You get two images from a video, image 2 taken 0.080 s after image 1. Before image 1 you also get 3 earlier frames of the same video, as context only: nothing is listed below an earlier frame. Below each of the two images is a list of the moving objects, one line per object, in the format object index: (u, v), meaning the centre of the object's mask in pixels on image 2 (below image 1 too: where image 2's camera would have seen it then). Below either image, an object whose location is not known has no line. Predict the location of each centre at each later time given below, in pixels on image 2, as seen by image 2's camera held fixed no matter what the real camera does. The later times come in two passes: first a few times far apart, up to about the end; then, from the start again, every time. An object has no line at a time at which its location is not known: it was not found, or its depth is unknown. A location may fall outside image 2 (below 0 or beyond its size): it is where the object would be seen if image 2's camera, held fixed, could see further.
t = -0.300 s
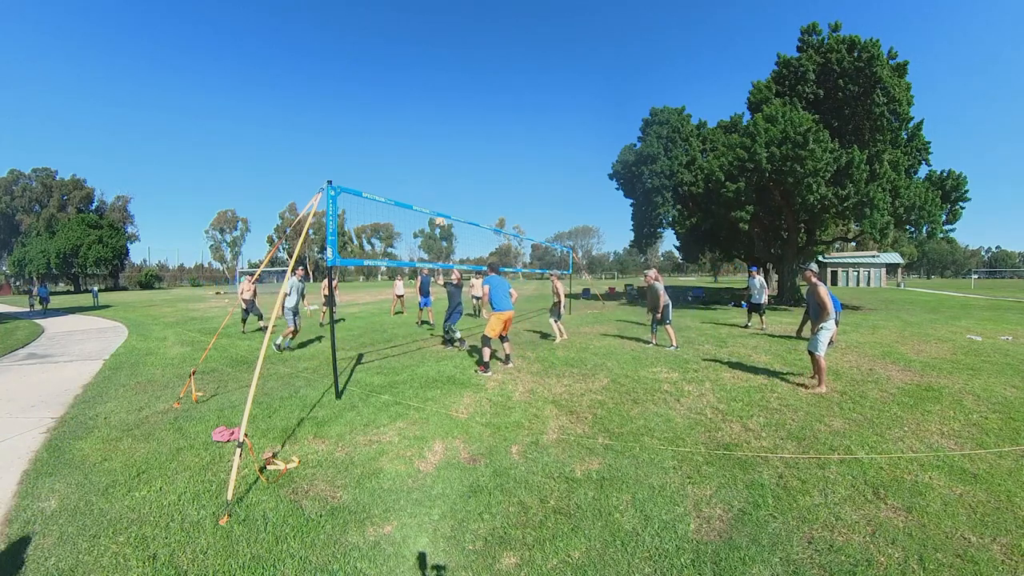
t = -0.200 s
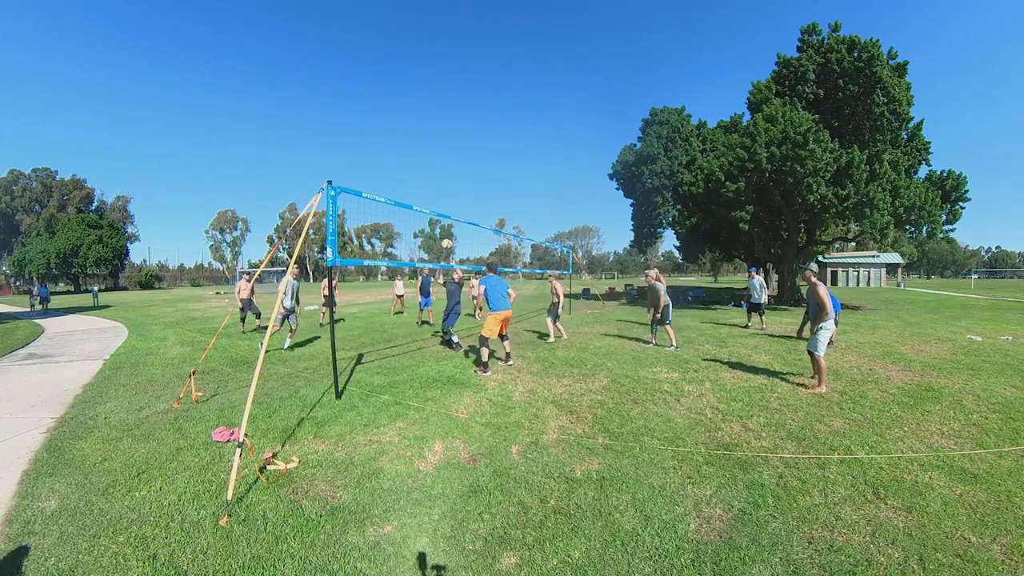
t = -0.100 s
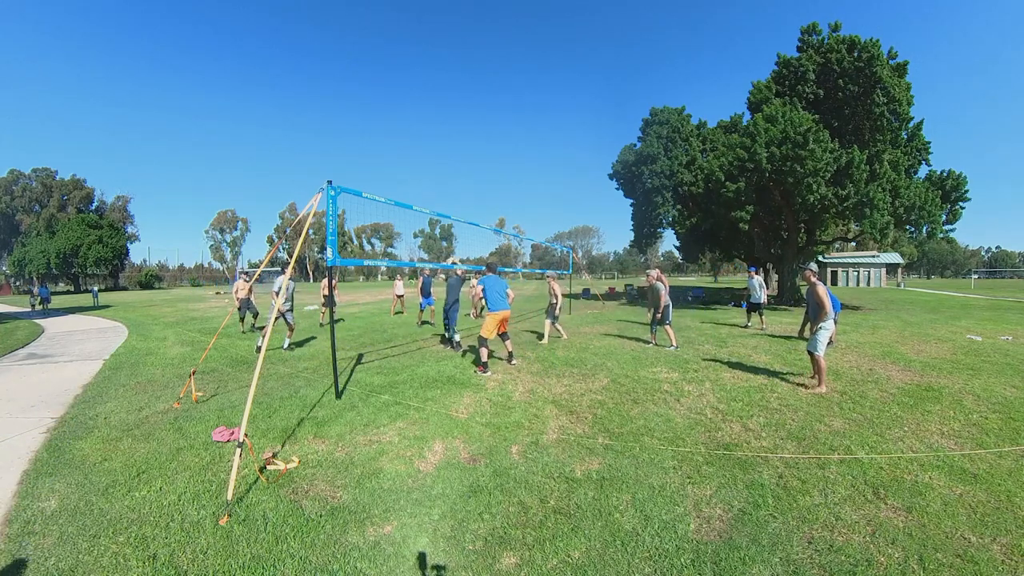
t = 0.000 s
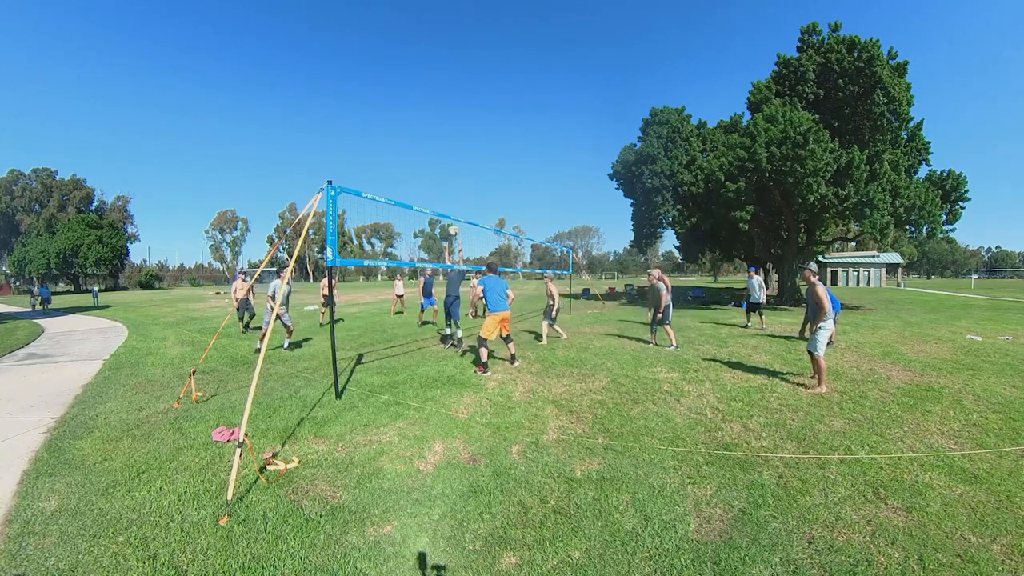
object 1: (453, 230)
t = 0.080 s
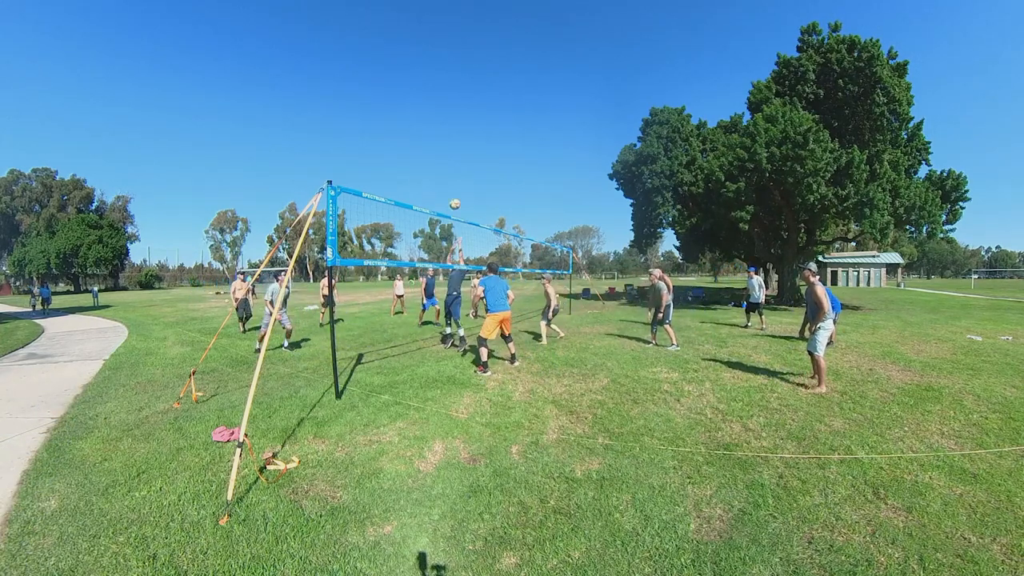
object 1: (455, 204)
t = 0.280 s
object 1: (459, 156)
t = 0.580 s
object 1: (465, 124)
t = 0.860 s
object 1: (471, 129)
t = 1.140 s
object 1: (477, 165)
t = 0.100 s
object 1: (455, 198)
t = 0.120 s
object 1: (455, 192)
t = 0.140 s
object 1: (455, 187)
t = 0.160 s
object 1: (456, 182)
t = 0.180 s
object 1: (456, 176)
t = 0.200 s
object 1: (457, 172)
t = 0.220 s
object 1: (457, 167)
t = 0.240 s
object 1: (458, 163)
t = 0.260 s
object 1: (458, 159)
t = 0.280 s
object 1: (459, 156)
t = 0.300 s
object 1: (459, 152)
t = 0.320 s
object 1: (460, 149)
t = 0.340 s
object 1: (460, 146)
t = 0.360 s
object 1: (461, 143)
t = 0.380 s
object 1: (461, 140)
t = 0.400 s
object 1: (461, 138)
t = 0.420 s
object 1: (462, 136)
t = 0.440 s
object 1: (462, 133)
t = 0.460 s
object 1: (463, 131)
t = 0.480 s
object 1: (463, 130)
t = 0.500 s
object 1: (464, 128)
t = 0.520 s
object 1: (464, 127)
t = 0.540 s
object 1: (465, 126)
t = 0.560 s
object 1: (465, 125)
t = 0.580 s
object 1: (465, 124)
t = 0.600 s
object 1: (466, 123)
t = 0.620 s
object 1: (466, 123)
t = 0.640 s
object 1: (466, 122)
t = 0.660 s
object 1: (467, 122)
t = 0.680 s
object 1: (467, 123)
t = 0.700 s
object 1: (468, 123)
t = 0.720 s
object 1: (468, 123)
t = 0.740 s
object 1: (468, 123)
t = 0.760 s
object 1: (469, 124)
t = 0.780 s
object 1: (469, 125)
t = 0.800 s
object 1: (470, 126)
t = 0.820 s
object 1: (470, 127)
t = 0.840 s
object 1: (470, 128)
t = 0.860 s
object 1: (471, 129)
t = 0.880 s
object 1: (471, 131)
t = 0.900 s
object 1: (472, 132)
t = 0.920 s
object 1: (472, 134)
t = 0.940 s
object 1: (472, 136)
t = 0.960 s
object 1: (473, 139)
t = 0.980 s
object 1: (474, 141)
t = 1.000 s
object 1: (474, 144)
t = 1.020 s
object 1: (474, 146)
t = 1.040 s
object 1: (474, 149)
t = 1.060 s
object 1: (475, 152)
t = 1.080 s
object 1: (476, 155)
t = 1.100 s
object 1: (476, 158)
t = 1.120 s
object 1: (477, 161)
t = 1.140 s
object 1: (477, 165)
